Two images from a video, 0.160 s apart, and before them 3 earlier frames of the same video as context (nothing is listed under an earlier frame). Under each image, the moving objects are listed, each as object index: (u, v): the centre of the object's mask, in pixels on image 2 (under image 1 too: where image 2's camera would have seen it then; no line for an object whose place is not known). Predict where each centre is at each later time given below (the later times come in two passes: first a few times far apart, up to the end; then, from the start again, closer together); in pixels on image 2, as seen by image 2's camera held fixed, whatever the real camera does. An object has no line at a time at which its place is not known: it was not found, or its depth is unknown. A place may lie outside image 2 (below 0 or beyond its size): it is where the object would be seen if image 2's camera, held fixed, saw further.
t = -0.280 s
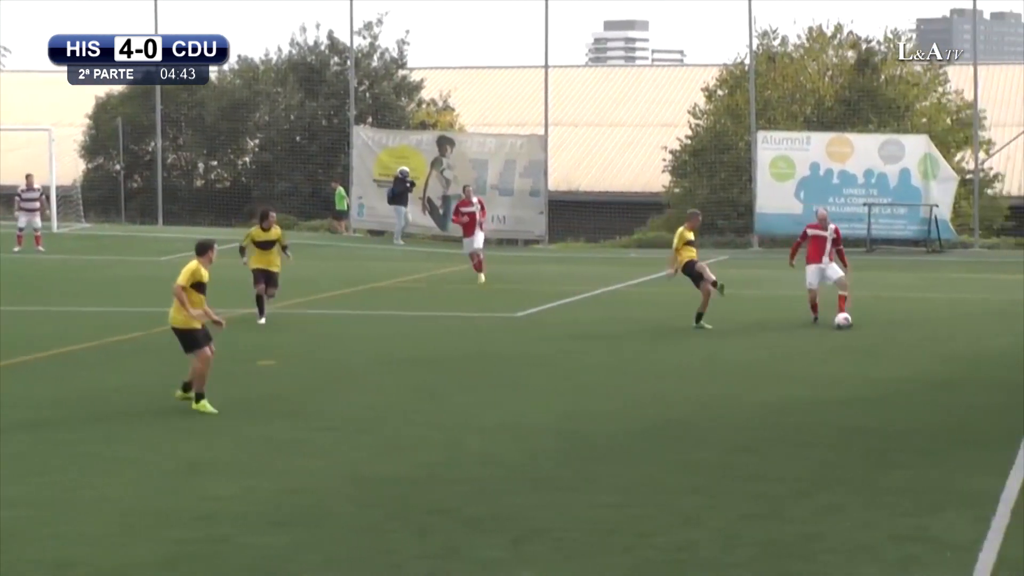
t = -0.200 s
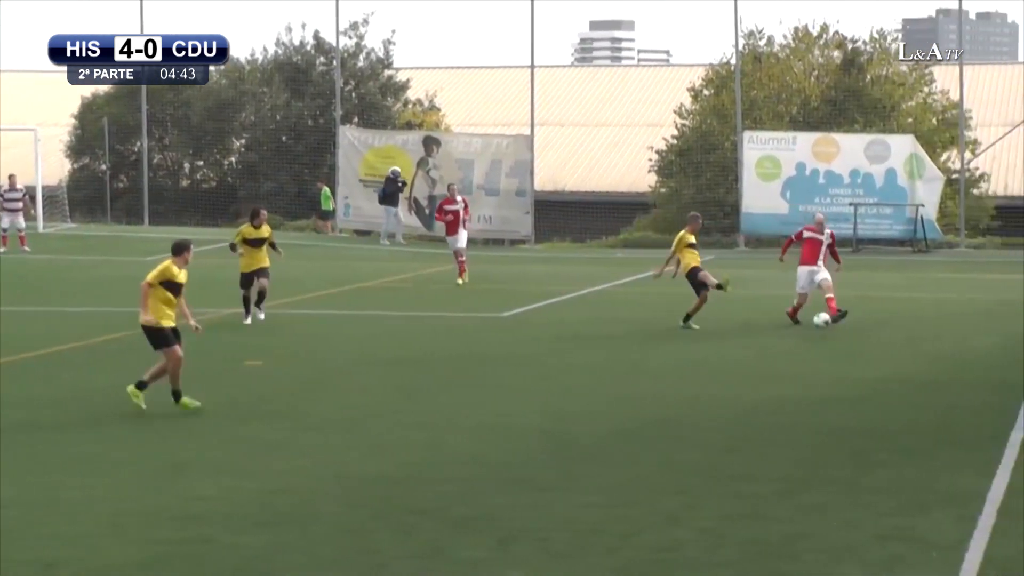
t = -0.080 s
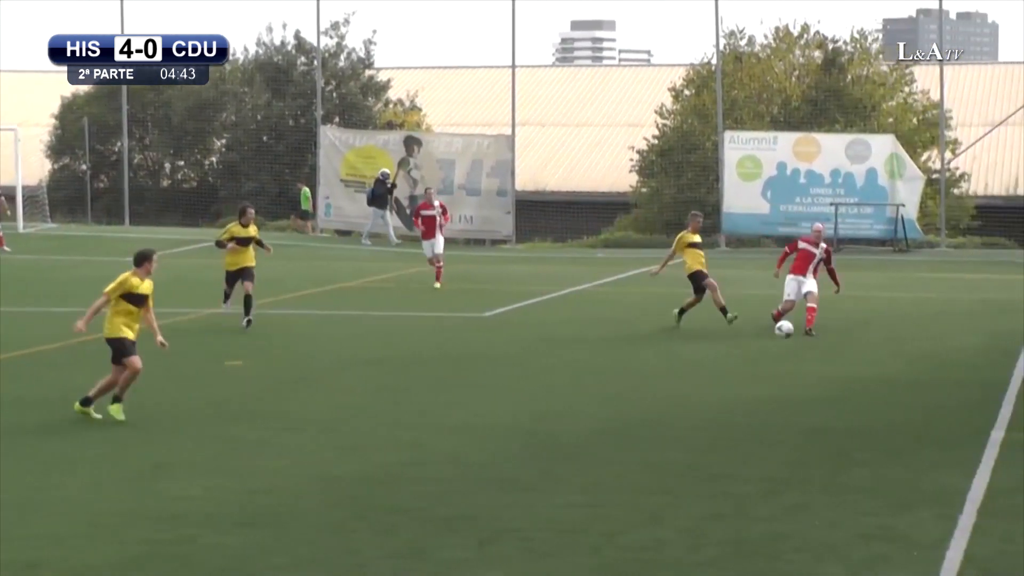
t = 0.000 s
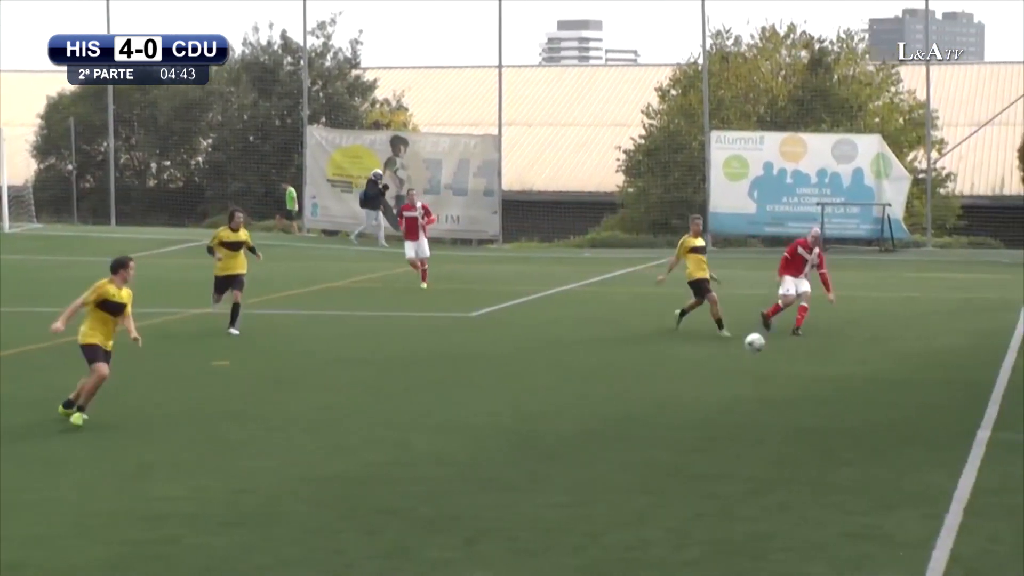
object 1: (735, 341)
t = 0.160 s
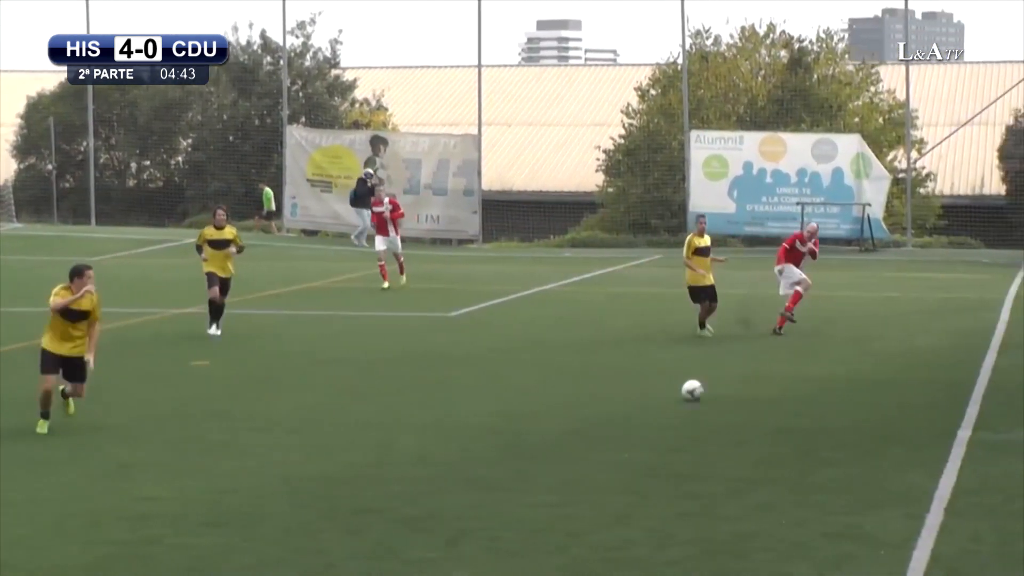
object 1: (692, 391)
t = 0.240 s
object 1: (669, 392)
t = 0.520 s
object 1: (565, 461)
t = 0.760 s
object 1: (469, 500)
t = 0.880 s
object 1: (424, 520)
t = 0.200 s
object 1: (681, 390)
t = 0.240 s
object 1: (669, 392)
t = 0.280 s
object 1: (657, 395)
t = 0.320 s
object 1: (643, 400)
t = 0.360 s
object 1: (629, 408)
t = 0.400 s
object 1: (615, 417)
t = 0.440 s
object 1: (599, 429)
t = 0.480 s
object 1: (582, 445)
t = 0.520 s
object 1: (565, 461)
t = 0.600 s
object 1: (536, 464)
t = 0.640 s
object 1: (518, 469)
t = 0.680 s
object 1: (502, 476)
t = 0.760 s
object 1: (469, 500)
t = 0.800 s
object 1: (455, 516)
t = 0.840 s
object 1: (438, 521)
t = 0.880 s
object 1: (424, 520)
